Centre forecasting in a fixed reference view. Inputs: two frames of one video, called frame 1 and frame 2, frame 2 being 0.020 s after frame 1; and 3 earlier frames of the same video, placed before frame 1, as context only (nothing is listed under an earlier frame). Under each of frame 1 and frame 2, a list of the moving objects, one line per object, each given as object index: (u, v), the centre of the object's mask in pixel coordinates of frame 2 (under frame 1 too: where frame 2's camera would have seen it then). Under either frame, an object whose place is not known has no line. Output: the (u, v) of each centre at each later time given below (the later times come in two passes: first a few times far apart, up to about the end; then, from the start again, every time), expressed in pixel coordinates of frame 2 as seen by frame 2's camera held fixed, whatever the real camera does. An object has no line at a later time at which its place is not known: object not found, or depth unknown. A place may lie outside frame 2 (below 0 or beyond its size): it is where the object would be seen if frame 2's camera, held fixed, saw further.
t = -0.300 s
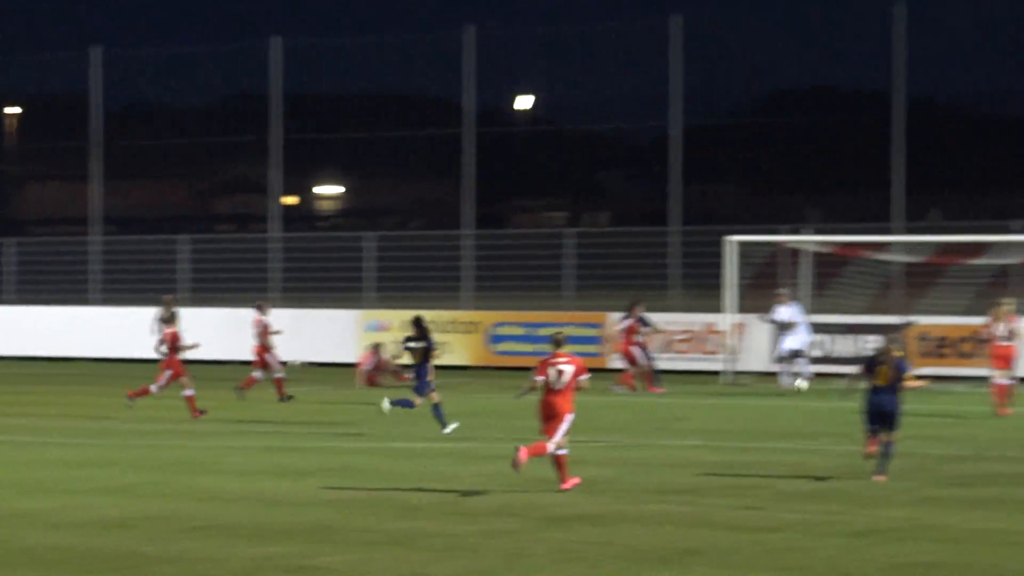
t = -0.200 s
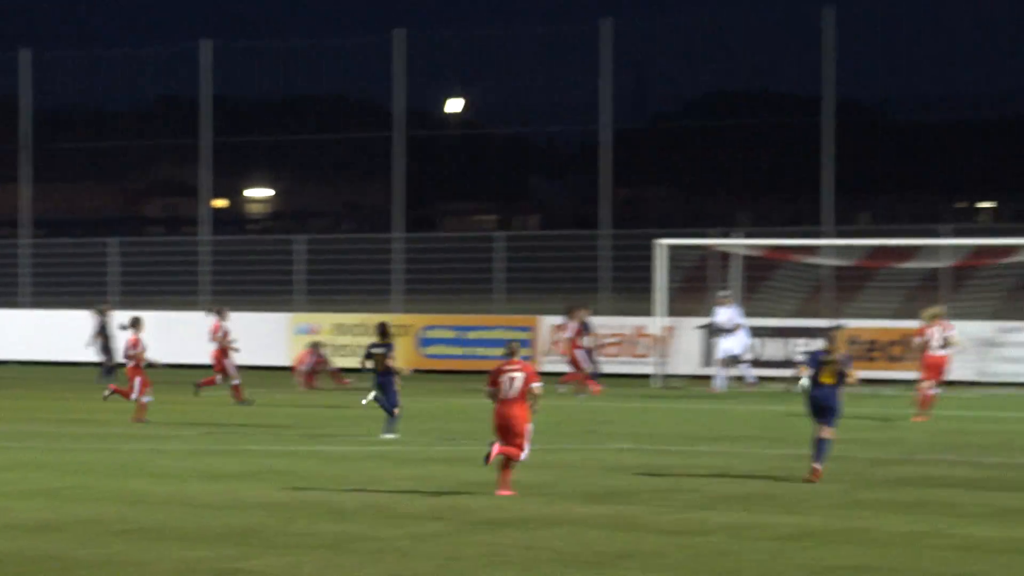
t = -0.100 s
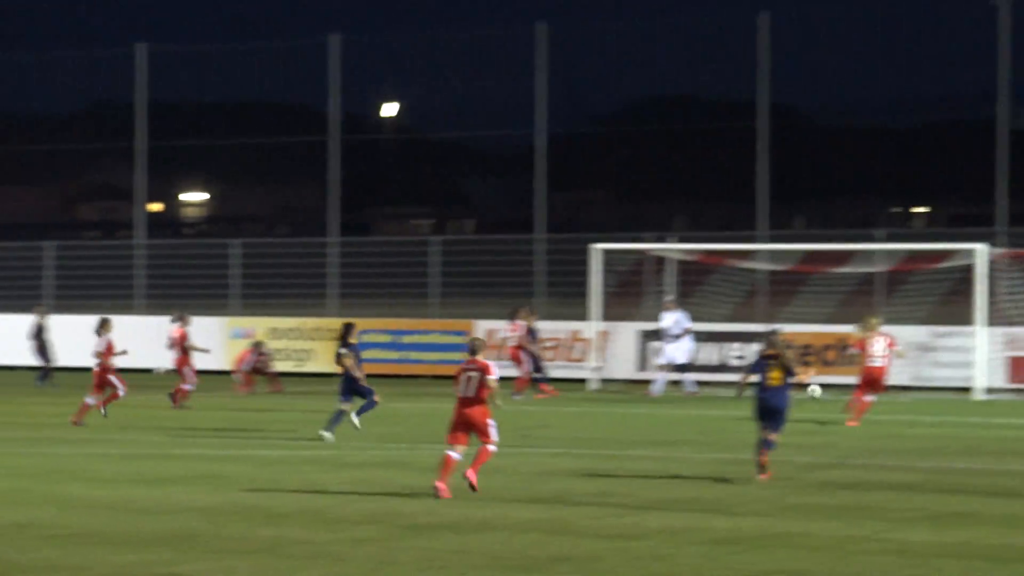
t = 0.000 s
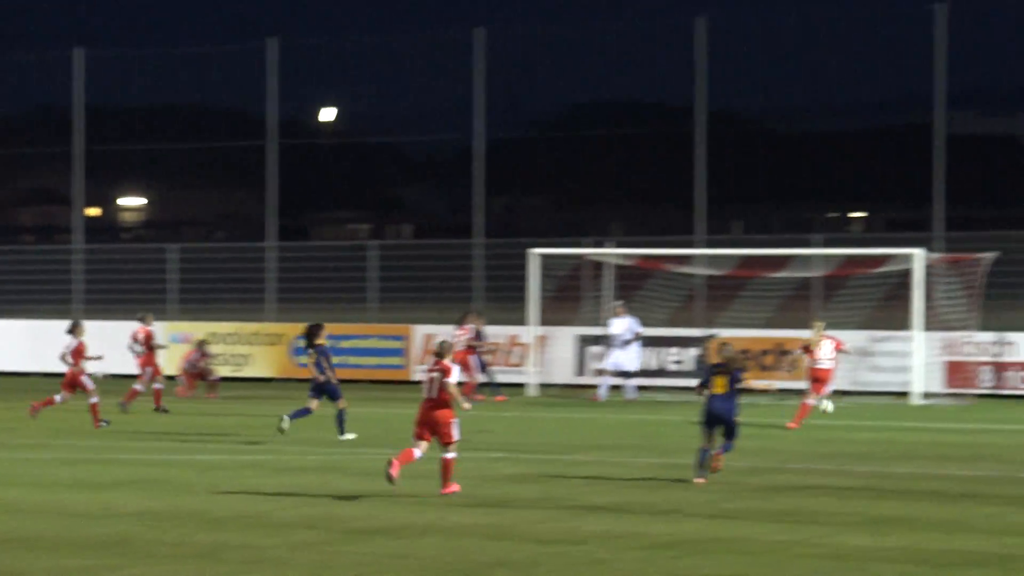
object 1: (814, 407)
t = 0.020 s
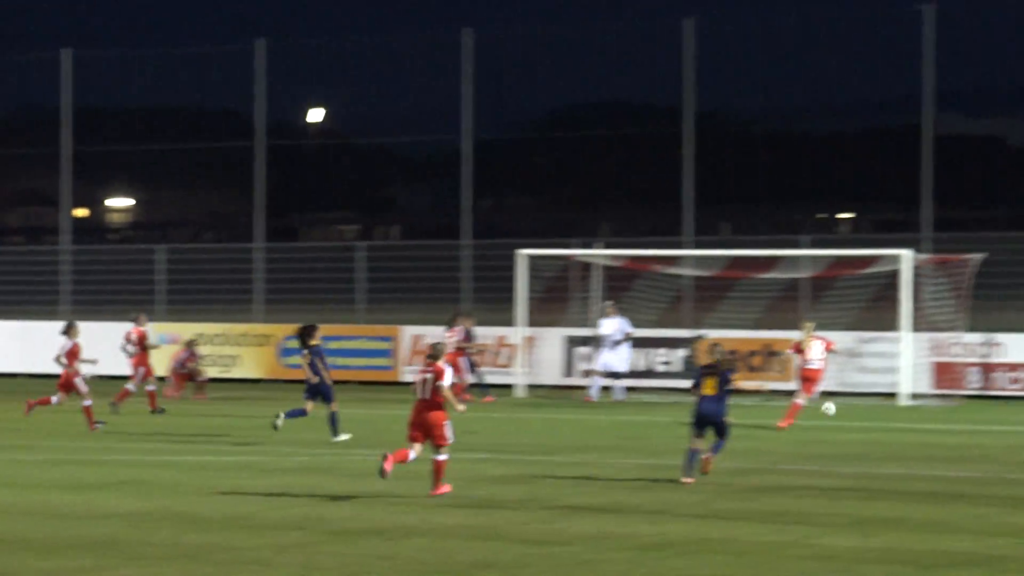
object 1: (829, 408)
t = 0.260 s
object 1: (991, 410)
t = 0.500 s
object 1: (1135, 416)
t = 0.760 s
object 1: (1280, 423)
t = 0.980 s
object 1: (1405, 426)
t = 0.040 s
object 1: (842, 408)
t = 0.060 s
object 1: (855, 407)
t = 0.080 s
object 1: (869, 406)
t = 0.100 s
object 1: (882, 405)
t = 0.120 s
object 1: (895, 405)
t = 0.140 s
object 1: (910, 405)
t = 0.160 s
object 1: (923, 405)
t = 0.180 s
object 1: (936, 405)
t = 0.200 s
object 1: (950, 406)
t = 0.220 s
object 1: (963, 408)
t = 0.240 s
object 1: (977, 409)
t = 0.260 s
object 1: (991, 410)
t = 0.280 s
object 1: (1004, 413)
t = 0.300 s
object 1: (1017, 414)
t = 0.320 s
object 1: (1029, 413)
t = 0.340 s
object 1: (1040, 413)
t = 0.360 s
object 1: (1052, 412)
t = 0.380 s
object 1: (1064, 412)
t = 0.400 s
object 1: (1075, 412)
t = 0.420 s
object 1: (1088, 412)
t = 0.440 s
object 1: (1099, 412)
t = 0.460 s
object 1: (1110, 413)
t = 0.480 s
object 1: (1122, 414)
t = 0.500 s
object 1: (1135, 416)
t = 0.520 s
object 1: (1146, 417)
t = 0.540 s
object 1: (1158, 418)
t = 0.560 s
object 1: (1168, 418)
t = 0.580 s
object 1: (1180, 417)
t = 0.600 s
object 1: (1190, 416)
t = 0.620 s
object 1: (1201, 417)
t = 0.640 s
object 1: (1213, 417)
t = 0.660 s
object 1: (1224, 417)
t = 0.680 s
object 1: (1235, 417)
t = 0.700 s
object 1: (1246, 419)
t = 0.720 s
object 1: (1258, 421)
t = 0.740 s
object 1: (1269, 421)
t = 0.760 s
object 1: (1280, 423)
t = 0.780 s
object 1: (1291, 422)
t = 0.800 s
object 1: (1303, 422)
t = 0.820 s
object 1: (1313, 422)
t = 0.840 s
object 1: (1325, 421)
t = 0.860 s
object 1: (1336, 420)
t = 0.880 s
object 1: (1348, 421)
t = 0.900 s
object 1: (1359, 421)
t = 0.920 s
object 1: (1370, 422)
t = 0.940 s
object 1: (1382, 423)
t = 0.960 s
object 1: (1394, 424)
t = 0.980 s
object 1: (1405, 426)
